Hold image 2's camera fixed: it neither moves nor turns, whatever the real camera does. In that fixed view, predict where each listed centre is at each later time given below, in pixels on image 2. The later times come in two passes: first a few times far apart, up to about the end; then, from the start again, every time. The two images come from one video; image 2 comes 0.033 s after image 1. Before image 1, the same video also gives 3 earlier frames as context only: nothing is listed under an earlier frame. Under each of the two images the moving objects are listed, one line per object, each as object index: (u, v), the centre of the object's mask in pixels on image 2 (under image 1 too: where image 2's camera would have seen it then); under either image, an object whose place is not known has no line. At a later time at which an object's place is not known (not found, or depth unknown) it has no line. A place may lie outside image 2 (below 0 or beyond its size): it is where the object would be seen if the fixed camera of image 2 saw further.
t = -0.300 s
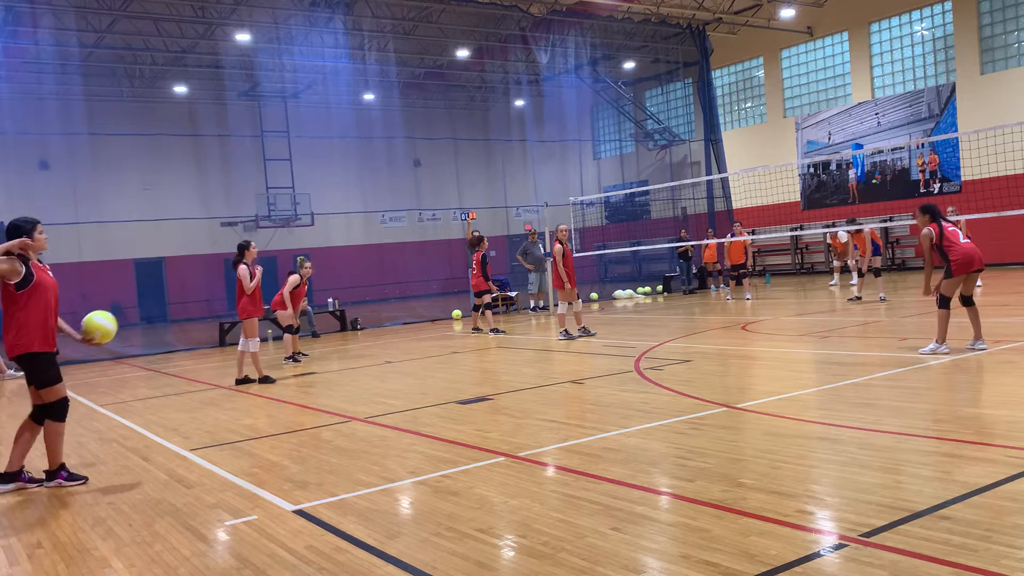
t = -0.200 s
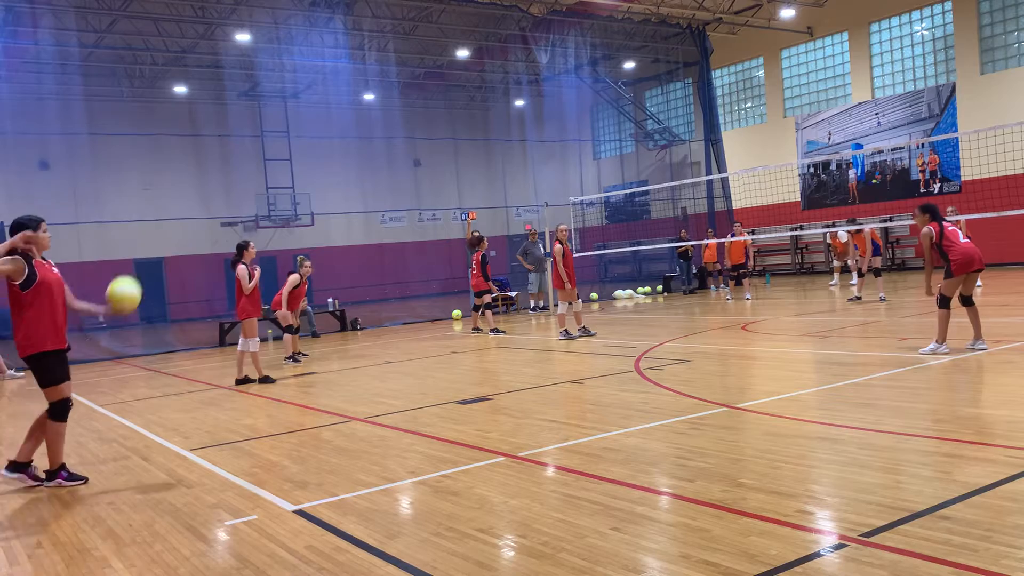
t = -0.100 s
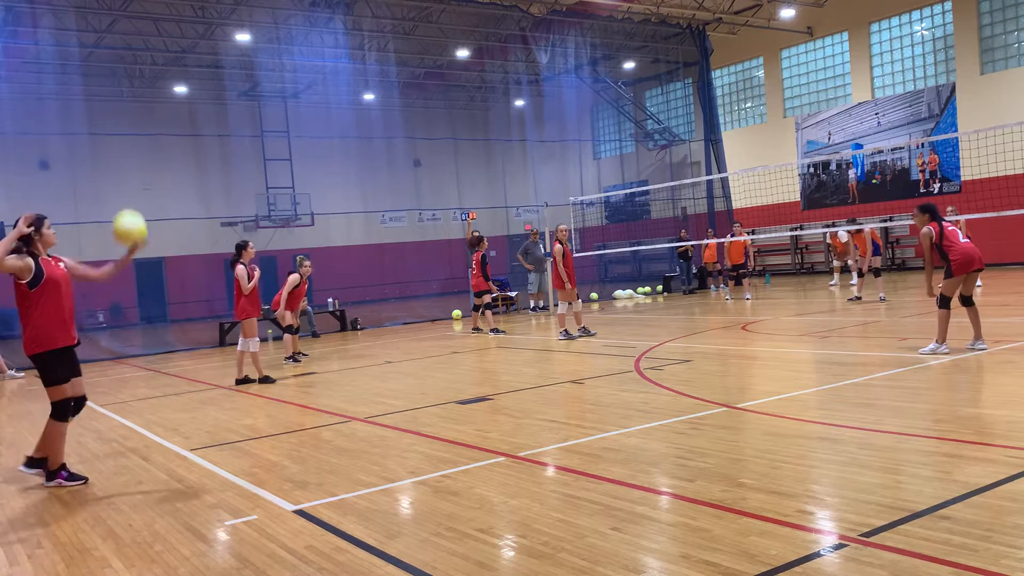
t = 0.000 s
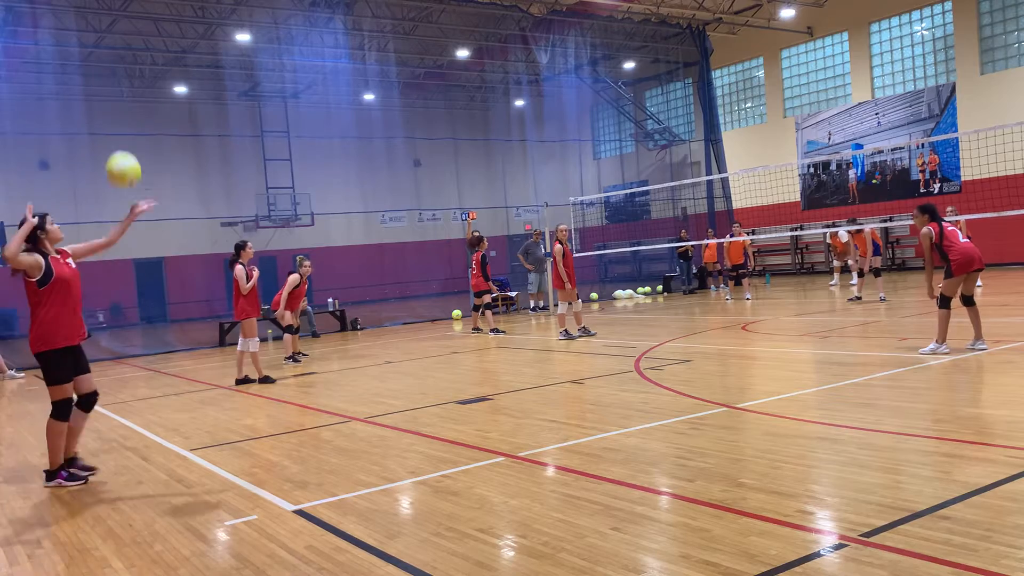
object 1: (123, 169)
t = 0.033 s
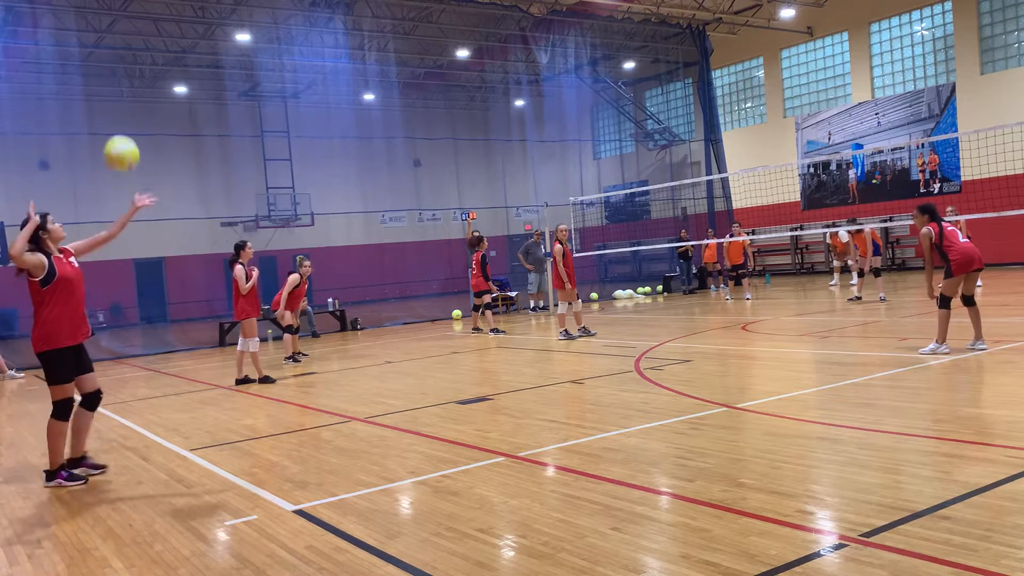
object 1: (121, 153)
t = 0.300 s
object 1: (114, 85)
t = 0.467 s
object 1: (114, 97)
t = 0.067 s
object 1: (120, 138)
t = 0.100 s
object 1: (118, 126)
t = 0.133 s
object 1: (117, 115)
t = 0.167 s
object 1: (116, 106)
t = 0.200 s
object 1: (115, 98)
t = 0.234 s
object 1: (115, 92)
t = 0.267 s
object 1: (114, 88)
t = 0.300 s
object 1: (114, 85)
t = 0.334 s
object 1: (114, 84)
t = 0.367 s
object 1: (114, 85)
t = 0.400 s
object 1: (114, 88)
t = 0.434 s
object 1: (114, 92)
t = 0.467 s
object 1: (114, 97)
